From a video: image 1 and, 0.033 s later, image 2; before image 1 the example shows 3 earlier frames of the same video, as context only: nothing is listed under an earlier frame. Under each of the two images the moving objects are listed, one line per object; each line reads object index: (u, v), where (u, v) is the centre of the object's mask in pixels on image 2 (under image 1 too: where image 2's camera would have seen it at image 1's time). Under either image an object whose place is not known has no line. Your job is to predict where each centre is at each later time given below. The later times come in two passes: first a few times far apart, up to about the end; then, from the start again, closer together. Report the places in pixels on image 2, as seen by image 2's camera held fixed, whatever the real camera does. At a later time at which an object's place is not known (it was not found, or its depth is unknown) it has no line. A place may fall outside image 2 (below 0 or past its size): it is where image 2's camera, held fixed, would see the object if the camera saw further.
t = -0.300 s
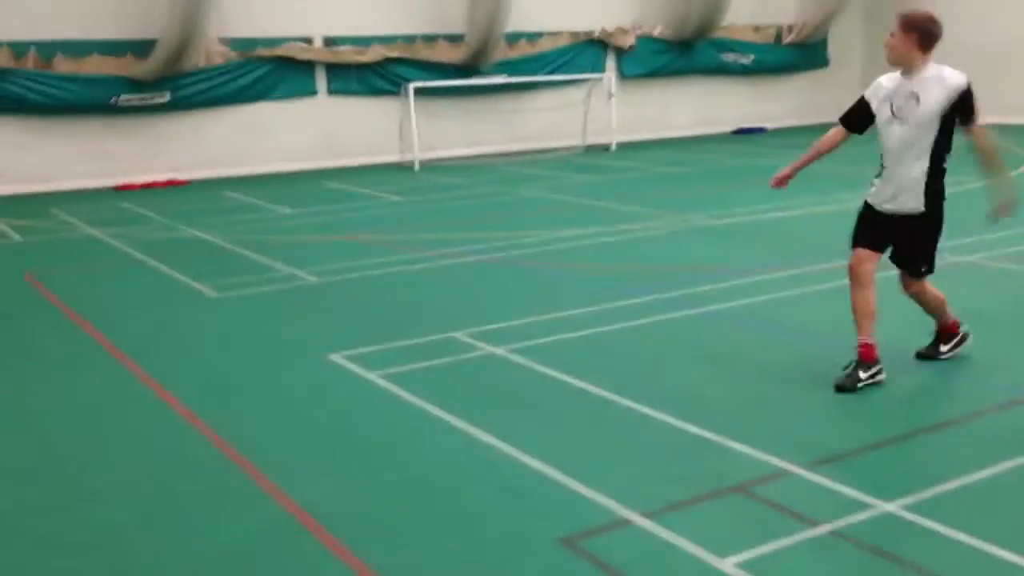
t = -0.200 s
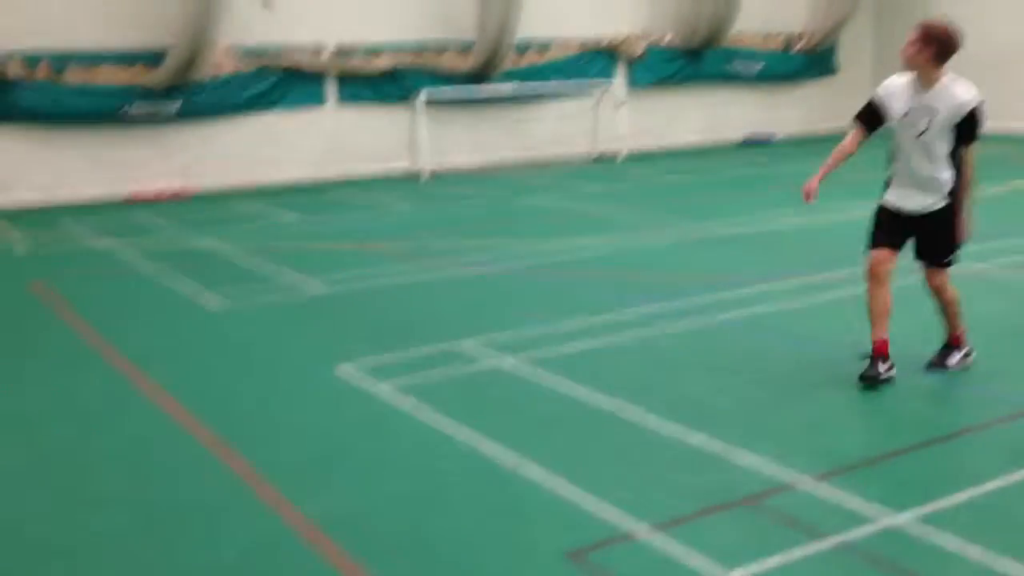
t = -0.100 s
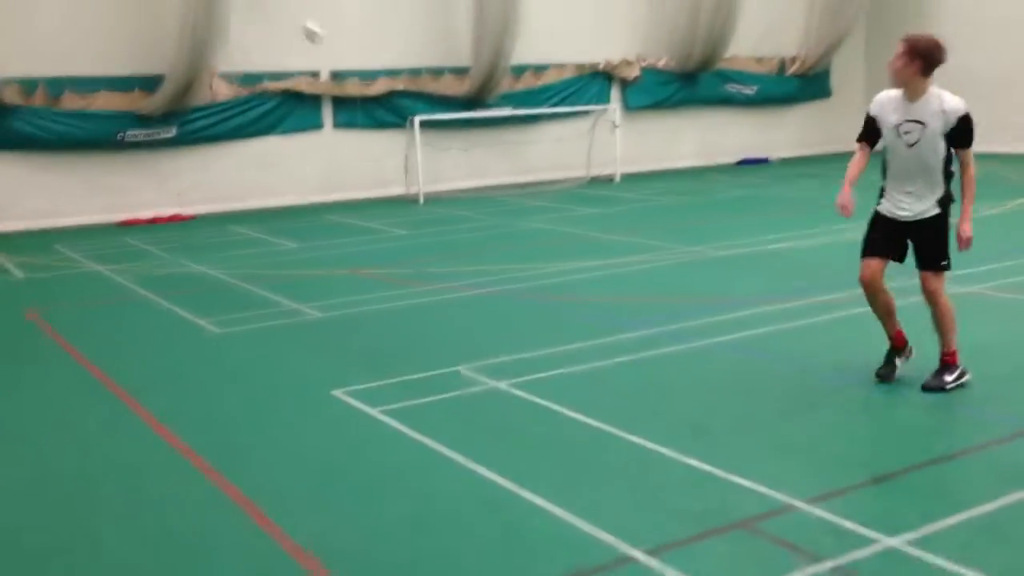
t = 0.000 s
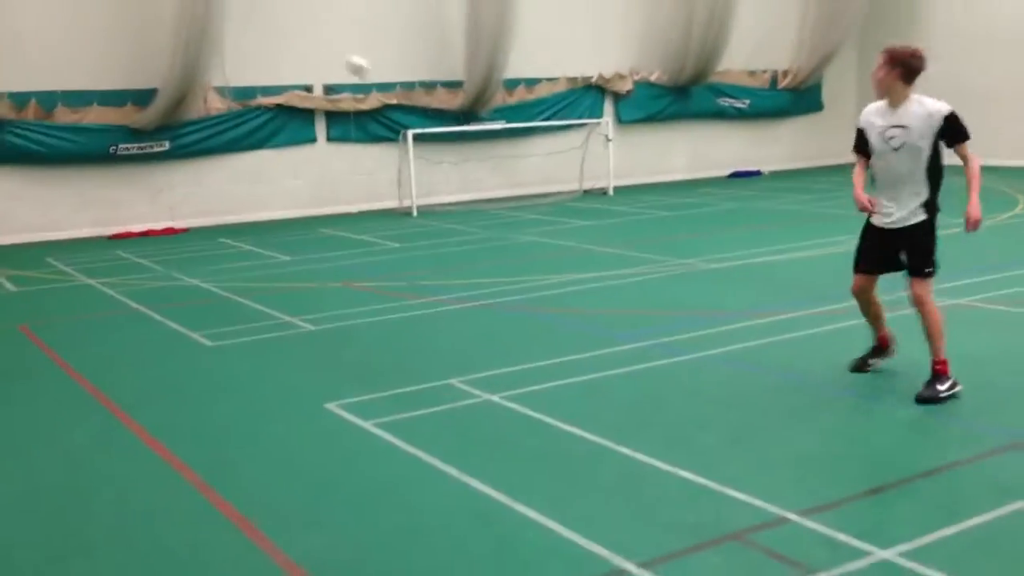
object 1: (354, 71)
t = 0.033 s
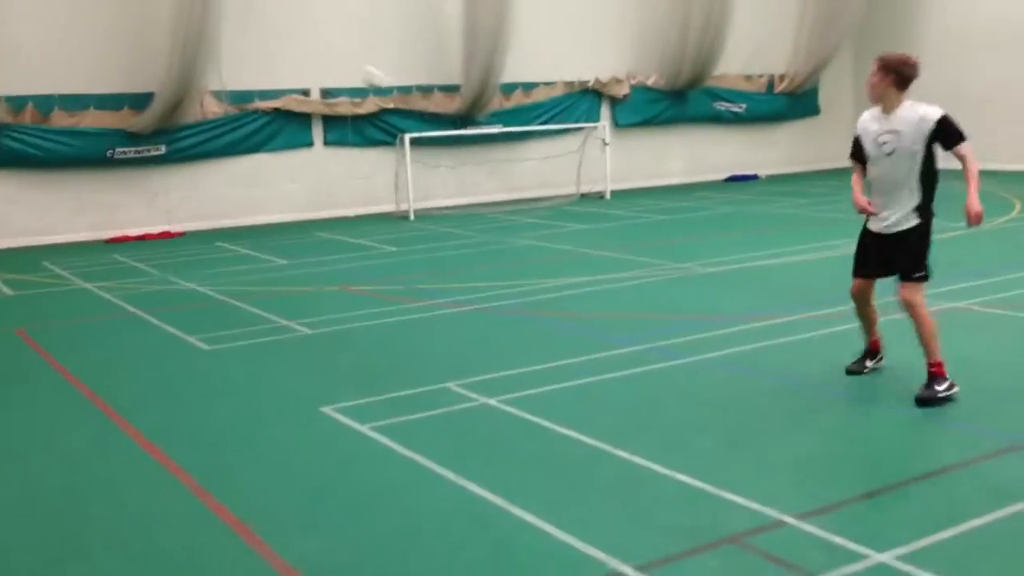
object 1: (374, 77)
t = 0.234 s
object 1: (513, 167)
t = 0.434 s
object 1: (663, 237)
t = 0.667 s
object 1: (796, 118)
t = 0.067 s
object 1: (399, 90)
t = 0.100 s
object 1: (418, 100)
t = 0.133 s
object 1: (440, 114)
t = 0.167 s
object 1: (463, 129)
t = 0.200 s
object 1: (486, 146)
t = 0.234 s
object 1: (513, 167)
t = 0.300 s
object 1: (569, 210)
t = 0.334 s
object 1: (598, 232)
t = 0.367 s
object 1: (628, 261)
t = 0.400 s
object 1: (649, 255)
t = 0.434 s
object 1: (663, 237)
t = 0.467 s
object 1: (681, 218)
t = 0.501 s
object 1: (699, 199)
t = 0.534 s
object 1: (717, 179)
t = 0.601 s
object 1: (754, 149)
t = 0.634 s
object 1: (775, 133)
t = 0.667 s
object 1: (796, 118)
